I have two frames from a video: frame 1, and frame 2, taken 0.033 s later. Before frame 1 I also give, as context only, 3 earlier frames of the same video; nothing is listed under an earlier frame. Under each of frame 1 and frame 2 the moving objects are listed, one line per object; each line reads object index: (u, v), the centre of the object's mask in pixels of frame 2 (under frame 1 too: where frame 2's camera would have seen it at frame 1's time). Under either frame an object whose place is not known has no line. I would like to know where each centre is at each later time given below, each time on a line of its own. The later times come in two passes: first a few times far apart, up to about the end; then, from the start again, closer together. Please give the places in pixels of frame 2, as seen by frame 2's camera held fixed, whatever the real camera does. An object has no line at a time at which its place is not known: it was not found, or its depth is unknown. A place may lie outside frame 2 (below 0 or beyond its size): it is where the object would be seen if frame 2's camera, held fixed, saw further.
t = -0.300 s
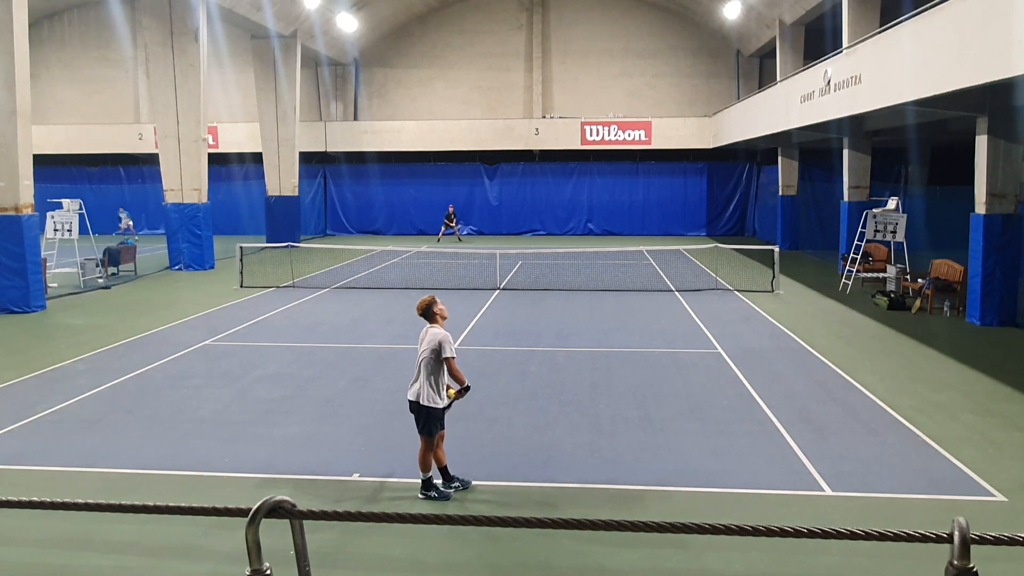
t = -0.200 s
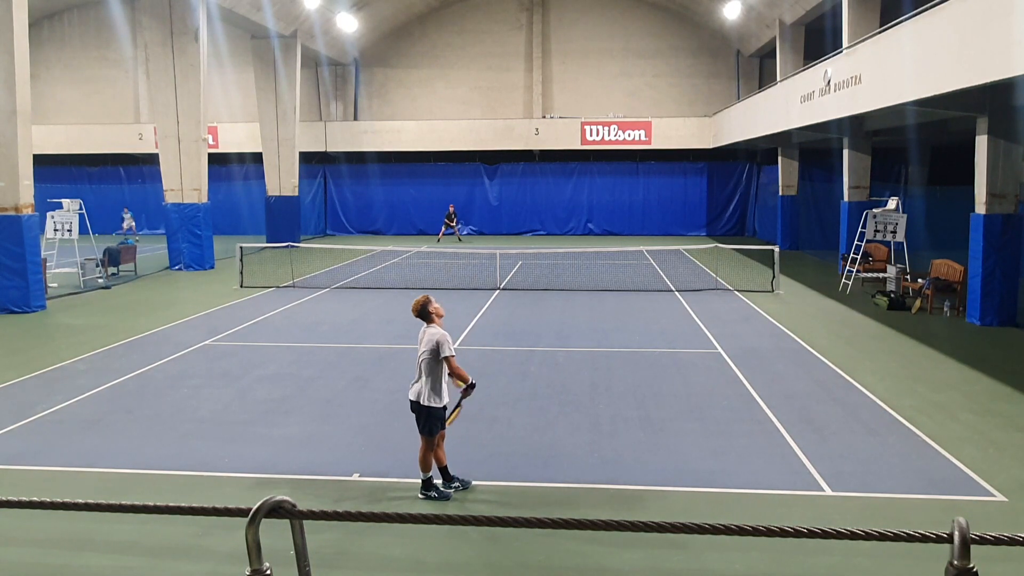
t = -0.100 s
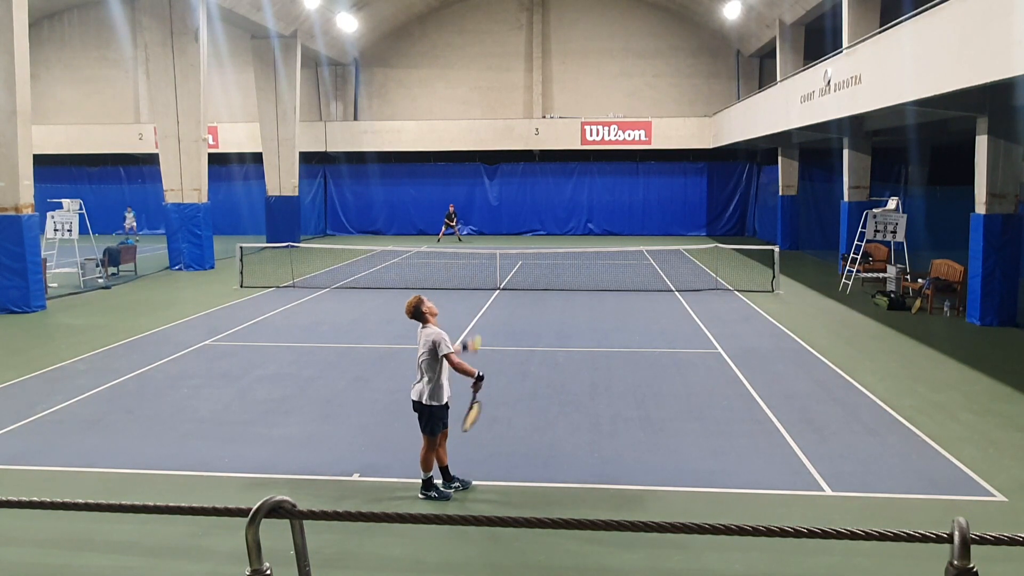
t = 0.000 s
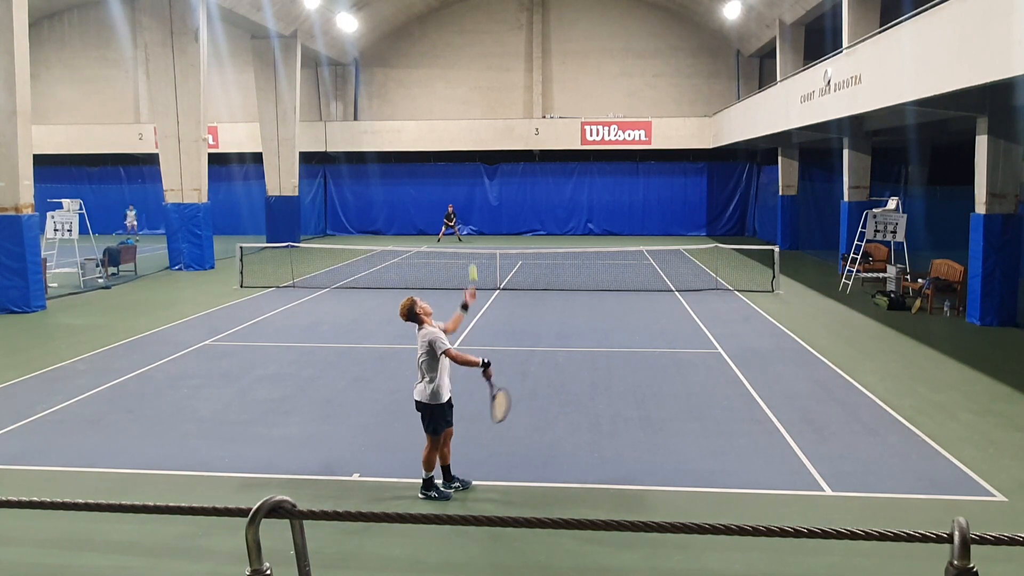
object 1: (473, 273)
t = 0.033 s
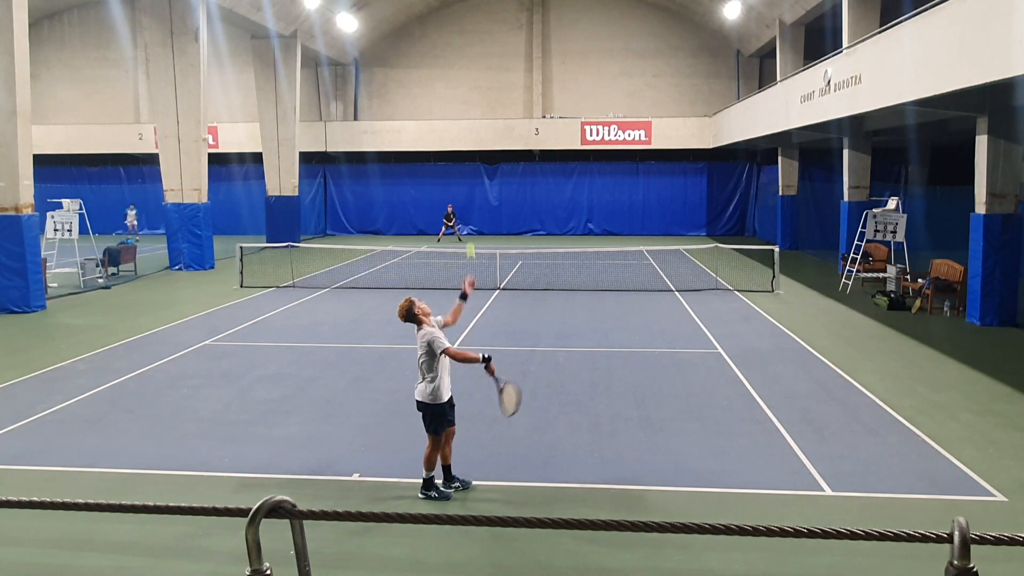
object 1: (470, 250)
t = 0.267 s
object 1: (455, 133)
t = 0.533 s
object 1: (437, 72)
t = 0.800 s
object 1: (422, 95)
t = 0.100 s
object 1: (466, 211)
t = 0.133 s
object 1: (463, 193)
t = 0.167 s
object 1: (461, 175)
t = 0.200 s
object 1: (458, 160)
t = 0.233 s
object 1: (457, 147)
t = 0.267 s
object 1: (455, 133)
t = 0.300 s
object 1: (452, 120)
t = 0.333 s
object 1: (450, 109)
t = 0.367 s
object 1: (448, 99)
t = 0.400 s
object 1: (445, 91)
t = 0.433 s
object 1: (443, 84)
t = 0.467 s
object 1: (441, 79)
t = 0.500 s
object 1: (439, 75)
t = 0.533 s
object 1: (437, 72)
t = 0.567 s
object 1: (435, 70)
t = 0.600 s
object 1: (433, 70)
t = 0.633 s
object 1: (431, 71)
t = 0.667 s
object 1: (429, 73)
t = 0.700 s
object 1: (427, 76)
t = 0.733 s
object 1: (425, 82)
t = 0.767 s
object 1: (423, 87)
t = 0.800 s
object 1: (422, 95)
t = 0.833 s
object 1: (420, 103)
